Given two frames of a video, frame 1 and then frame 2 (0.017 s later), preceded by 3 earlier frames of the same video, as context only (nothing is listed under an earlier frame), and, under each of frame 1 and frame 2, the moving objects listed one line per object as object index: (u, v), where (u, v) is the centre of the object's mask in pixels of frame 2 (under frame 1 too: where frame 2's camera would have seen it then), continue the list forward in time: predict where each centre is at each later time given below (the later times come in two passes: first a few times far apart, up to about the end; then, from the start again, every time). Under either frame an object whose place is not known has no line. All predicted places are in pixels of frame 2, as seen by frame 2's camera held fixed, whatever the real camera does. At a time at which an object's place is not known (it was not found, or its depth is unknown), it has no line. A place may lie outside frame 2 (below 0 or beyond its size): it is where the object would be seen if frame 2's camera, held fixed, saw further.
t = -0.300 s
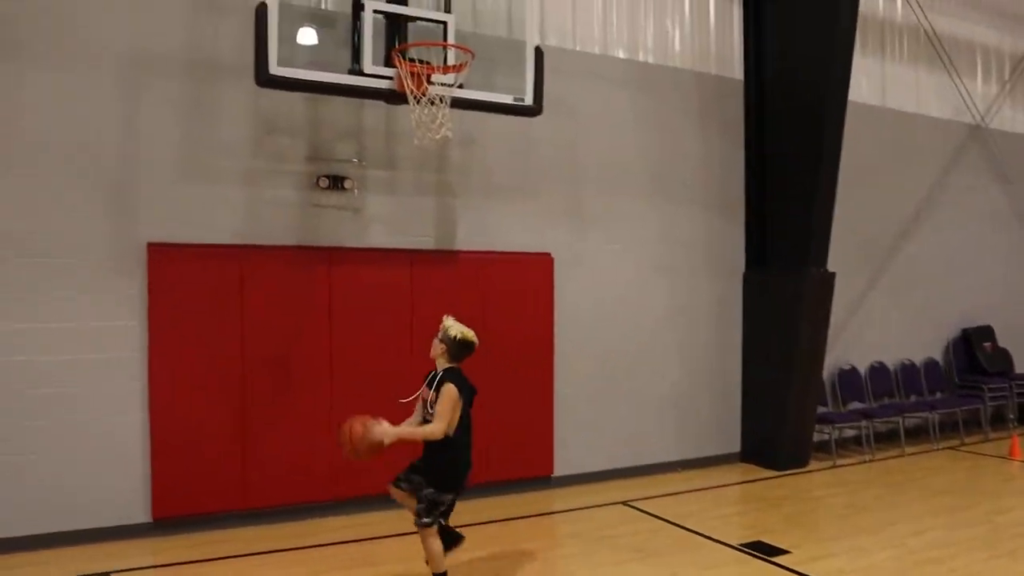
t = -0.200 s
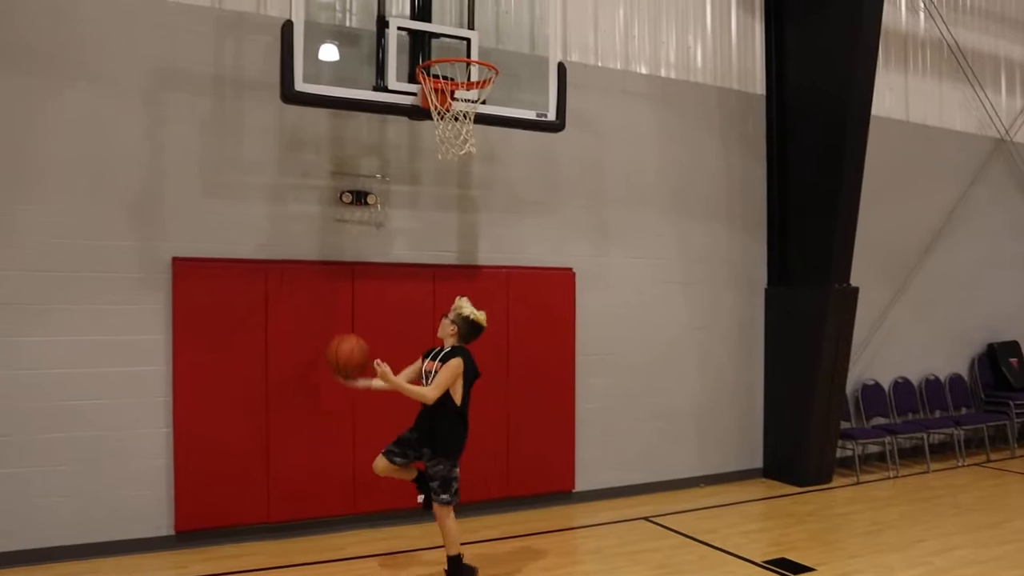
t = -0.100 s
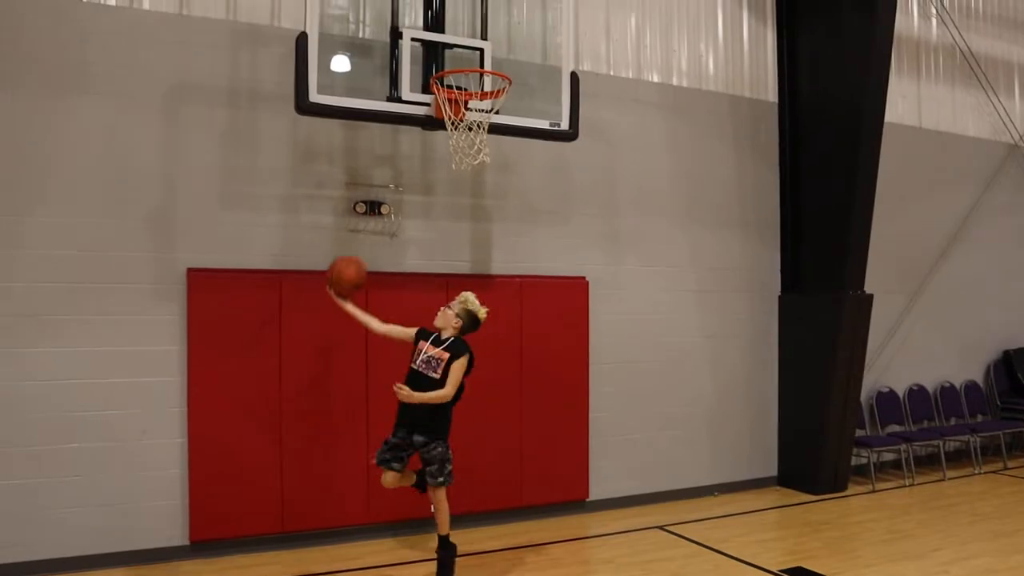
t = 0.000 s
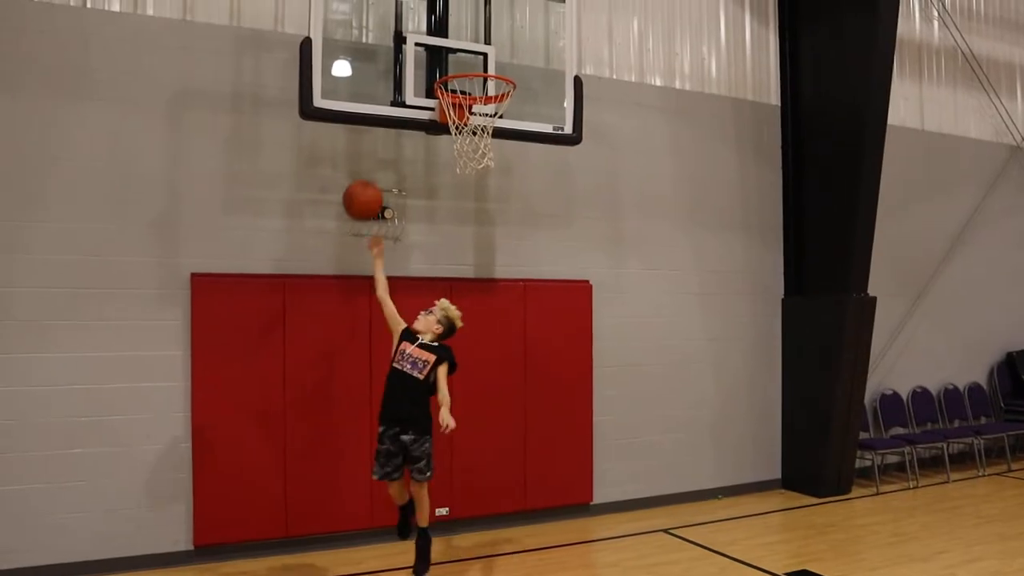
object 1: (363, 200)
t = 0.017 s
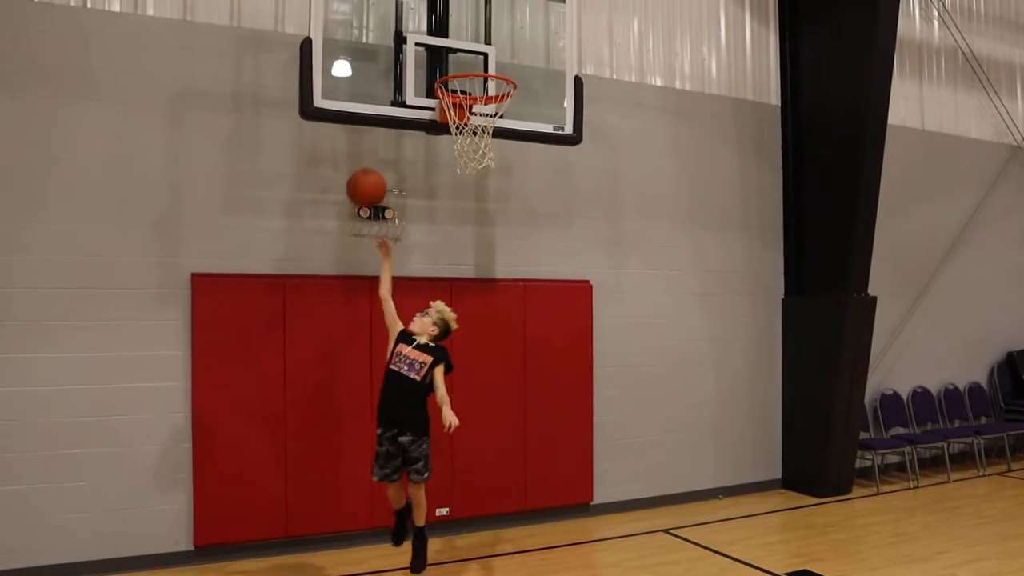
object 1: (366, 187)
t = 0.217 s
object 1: (404, 88)
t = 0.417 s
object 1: (438, 46)
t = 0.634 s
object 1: (475, 70)
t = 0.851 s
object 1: (500, 153)
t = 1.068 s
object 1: (502, 261)
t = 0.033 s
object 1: (370, 177)
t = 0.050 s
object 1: (373, 166)
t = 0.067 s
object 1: (376, 156)
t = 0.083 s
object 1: (380, 146)
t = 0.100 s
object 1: (383, 136)
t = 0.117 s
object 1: (386, 128)
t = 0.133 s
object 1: (388, 120)
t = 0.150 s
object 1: (392, 113)
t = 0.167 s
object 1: (395, 106)
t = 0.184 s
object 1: (398, 99)
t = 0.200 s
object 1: (401, 93)
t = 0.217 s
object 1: (404, 88)
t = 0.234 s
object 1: (406, 83)
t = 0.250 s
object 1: (409, 76)
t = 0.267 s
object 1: (413, 71)
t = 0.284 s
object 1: (416, 67)
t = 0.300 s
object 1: (419, 62)
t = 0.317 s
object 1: (421, 59)
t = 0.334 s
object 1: (424, 55)
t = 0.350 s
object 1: (427, 52)
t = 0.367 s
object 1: (430, 50)
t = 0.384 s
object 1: (432, 48)
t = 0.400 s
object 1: (435, 47)
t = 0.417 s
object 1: (438, 46)
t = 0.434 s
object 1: (441, 45)
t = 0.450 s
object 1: (443, 45)
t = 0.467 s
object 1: (446, 45)
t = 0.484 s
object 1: (448, 45)
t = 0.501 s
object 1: (452, 46)
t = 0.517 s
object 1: (455, 48)
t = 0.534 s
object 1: (458, 50)
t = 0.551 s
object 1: (461, 52)
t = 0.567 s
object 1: (464, 54)
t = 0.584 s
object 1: (467, 56)
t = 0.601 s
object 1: (469, 59)
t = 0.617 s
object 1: (472, 63)
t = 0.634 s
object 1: (475, 70)
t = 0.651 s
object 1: (477, 75)
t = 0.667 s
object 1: (481, 83)
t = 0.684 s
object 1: (484, 87)
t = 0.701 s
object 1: (487, 93)
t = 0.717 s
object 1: (490, 99)
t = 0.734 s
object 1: (493, 106)
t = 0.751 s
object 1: (496, 113)
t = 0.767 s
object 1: (498, 120)
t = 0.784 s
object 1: (498, 126)
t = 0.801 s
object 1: (498, 131)
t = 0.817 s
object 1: (498, 135)
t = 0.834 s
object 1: (498, 141)
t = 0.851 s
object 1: (500, 153)
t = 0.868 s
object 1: (500, 156)
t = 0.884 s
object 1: (499, 160)
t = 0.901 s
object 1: (499, 166)
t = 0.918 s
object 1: (499, 174)
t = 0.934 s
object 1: (499, 181)
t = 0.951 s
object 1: (500, 190)
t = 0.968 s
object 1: (501, 199)
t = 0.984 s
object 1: (501, 208)
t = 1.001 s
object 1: (502, 218)
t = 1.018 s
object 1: (502, 228)
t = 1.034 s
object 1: (502, 239)
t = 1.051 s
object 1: (502, 250)
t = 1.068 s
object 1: (502, 261)
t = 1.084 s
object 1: (503, 272)
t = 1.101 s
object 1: (502, 286)
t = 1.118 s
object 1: (503, 299)
